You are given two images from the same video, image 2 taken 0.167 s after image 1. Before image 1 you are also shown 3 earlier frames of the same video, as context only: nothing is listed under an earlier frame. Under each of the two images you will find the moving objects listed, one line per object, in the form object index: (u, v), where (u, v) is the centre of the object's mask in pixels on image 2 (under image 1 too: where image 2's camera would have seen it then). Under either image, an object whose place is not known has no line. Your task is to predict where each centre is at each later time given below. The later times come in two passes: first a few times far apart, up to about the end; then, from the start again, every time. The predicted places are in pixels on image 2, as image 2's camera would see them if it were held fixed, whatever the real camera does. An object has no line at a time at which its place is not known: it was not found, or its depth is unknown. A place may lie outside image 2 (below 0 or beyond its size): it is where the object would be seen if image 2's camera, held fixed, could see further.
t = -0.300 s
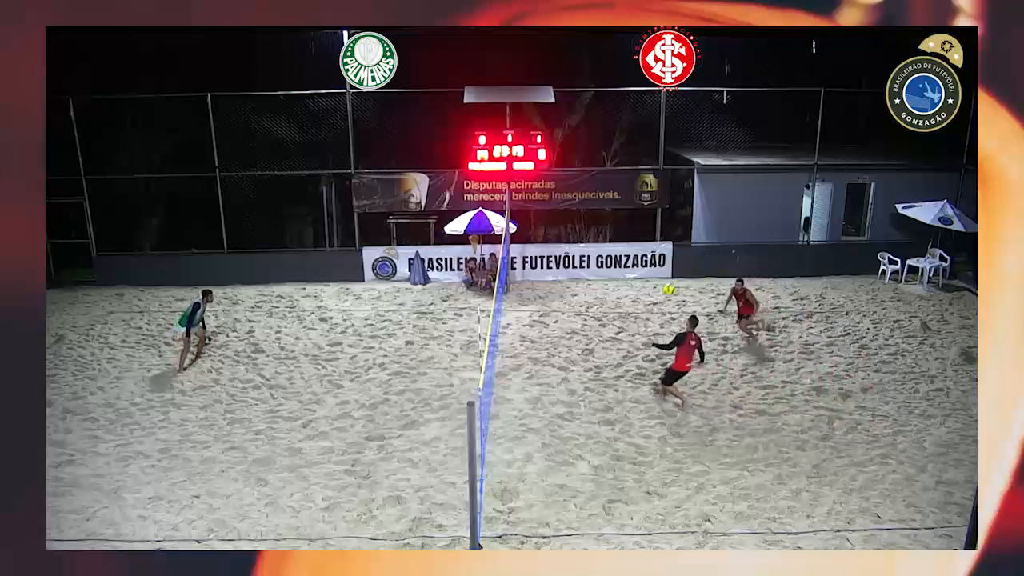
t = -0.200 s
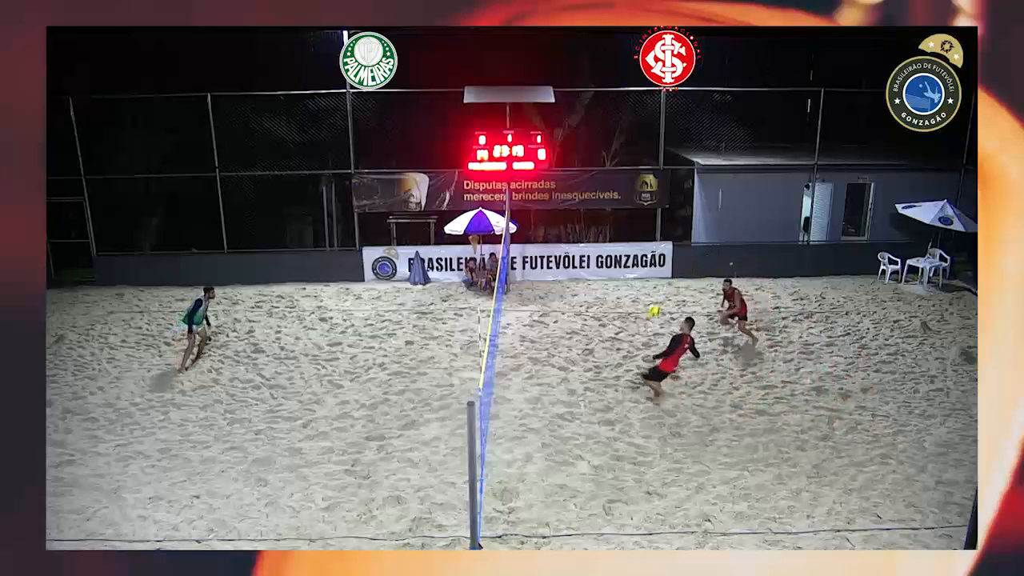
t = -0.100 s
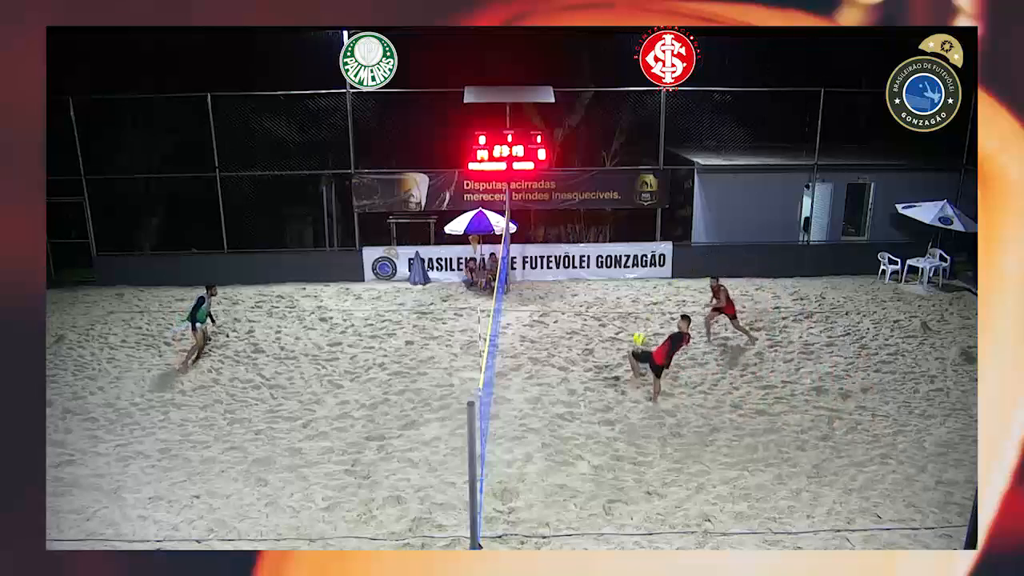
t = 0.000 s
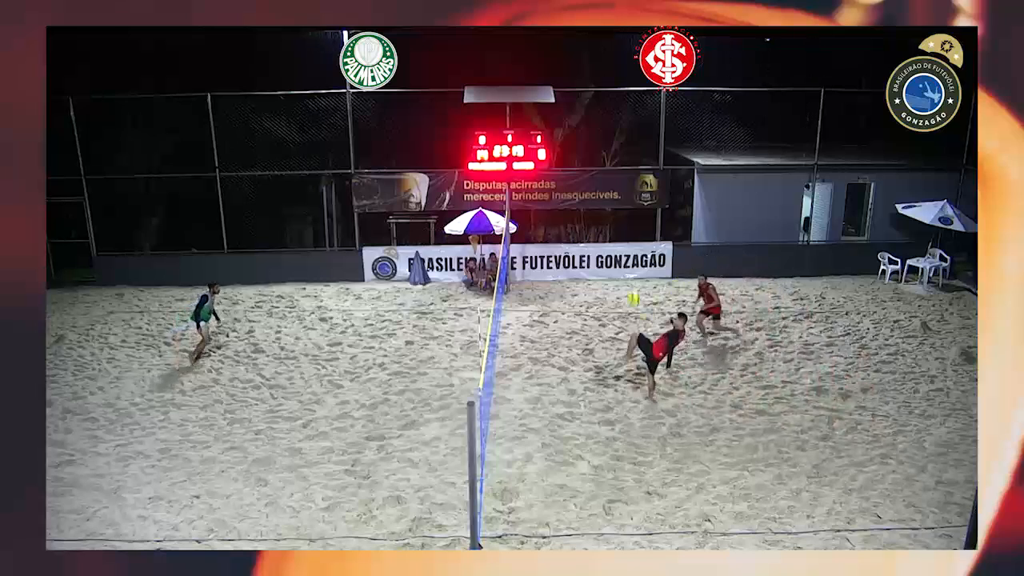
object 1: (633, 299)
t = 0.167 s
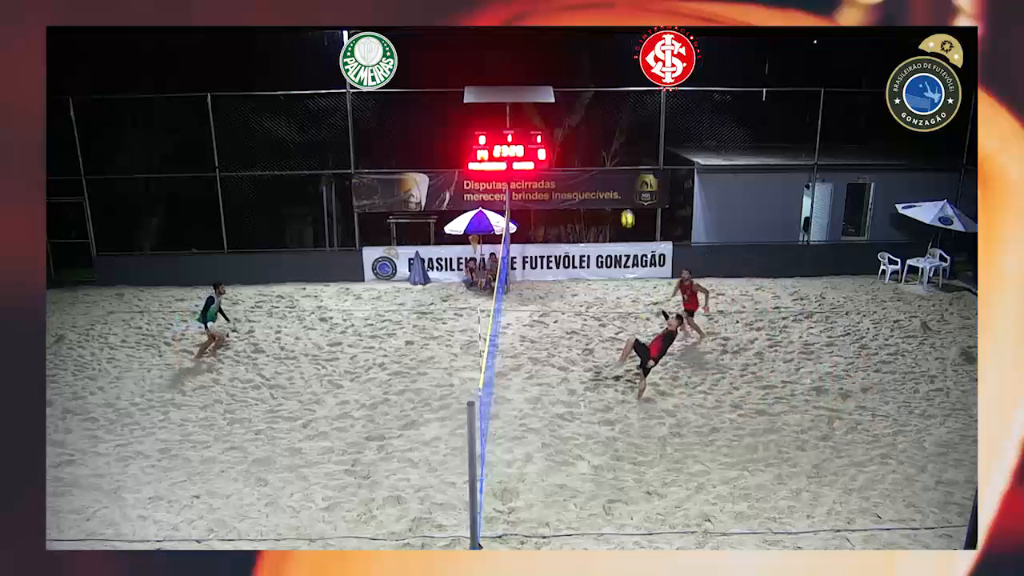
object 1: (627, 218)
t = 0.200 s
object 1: (626, 205)
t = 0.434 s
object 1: (615, 126)
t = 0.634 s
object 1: (604, 86)
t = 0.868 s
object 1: (591, 72)
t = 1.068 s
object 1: (580, 85)
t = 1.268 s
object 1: (569, 121)
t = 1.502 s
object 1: (558, 187)
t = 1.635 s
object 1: (552, 235)
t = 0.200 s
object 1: (626, 205)
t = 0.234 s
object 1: (624, 191)
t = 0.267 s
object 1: (622, 179)
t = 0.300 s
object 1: (621, 167)
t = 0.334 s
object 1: (620, 156)
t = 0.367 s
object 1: (618, 145)
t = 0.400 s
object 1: (616, 135)
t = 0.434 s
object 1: (615, 126)
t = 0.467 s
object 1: (613, 118)
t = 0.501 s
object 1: (611, 110)
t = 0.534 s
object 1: (609, 103)
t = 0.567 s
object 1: (607, 97)
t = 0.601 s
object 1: (606, 91)
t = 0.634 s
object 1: (604, 86)
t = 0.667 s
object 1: (603, 82)
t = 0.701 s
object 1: (600, 79)
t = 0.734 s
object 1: (598, 76)
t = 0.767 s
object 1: (597, 74)
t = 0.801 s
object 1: (595, 73)
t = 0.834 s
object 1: (593, 72)
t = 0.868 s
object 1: (591, 72)
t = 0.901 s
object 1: (589, 73)
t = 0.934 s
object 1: (587, 74)
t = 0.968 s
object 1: (586, 76)
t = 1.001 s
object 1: (584, 79)
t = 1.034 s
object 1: (582, 82)
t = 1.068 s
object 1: (580, 85)
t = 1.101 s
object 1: (579, 90)
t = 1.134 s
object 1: (577, 95)
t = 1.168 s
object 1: (575, 100)
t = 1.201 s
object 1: (573, 107)
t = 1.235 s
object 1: (571, 114)
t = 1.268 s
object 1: (569, 121)
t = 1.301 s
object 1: (568, 129)
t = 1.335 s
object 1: (566, 137)
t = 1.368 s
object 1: (564, 146)
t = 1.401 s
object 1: (563, 156)
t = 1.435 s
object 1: (561, 166)
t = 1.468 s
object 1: (559, 177)
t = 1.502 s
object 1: (558, 187)
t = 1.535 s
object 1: (557, 198)
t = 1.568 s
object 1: (555, 211)
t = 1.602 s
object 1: (554, 222)
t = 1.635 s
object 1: (552, 235)
